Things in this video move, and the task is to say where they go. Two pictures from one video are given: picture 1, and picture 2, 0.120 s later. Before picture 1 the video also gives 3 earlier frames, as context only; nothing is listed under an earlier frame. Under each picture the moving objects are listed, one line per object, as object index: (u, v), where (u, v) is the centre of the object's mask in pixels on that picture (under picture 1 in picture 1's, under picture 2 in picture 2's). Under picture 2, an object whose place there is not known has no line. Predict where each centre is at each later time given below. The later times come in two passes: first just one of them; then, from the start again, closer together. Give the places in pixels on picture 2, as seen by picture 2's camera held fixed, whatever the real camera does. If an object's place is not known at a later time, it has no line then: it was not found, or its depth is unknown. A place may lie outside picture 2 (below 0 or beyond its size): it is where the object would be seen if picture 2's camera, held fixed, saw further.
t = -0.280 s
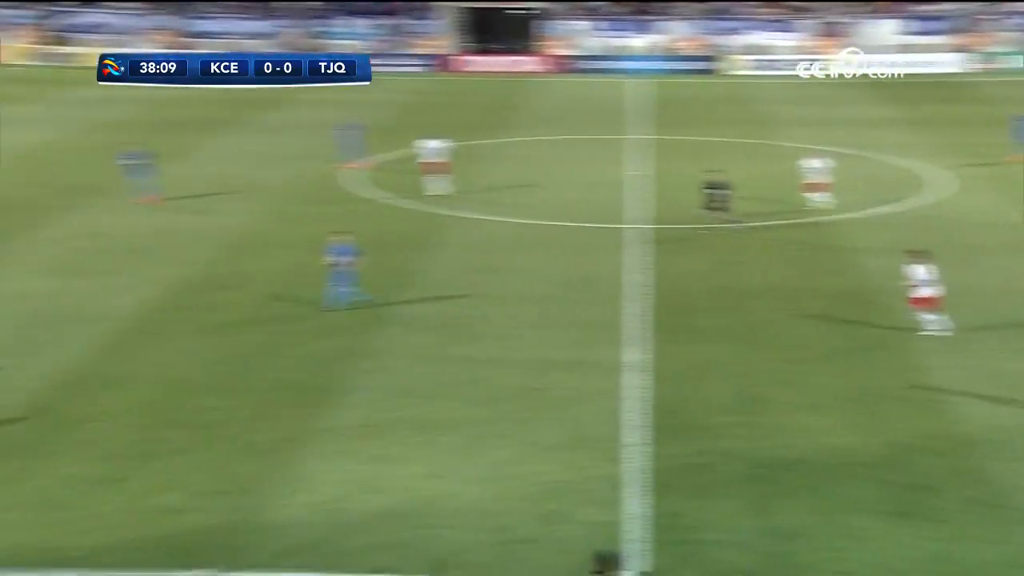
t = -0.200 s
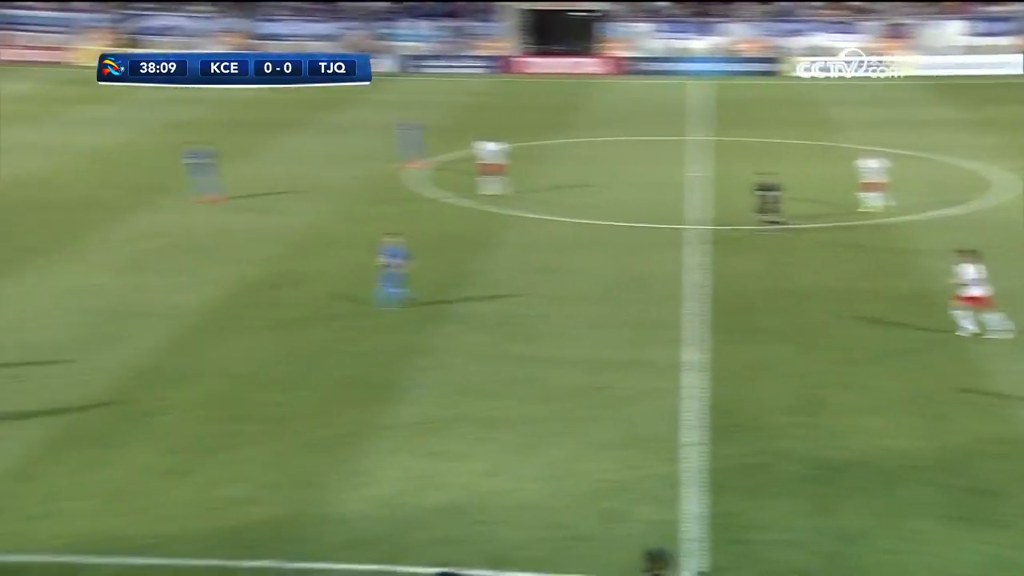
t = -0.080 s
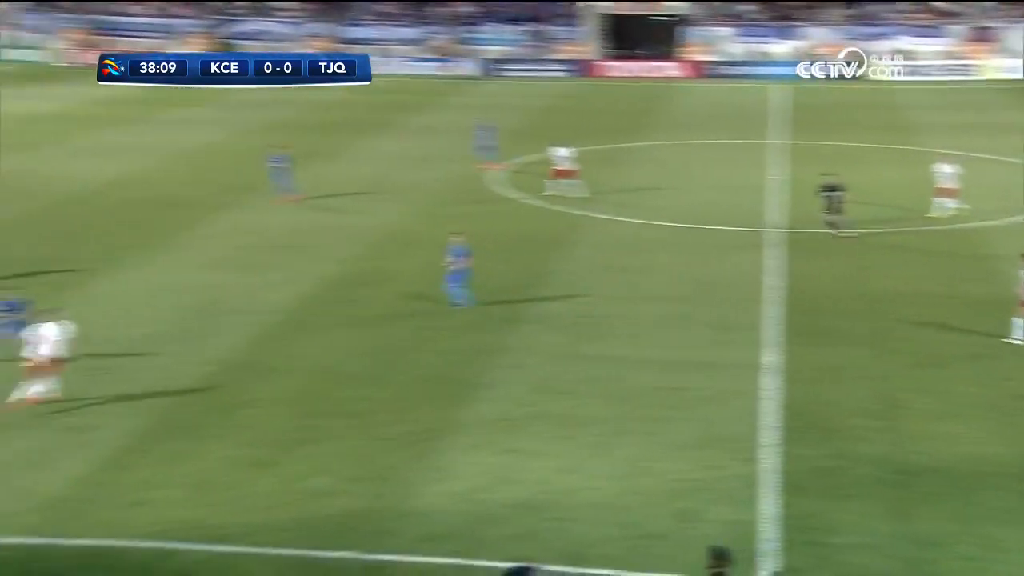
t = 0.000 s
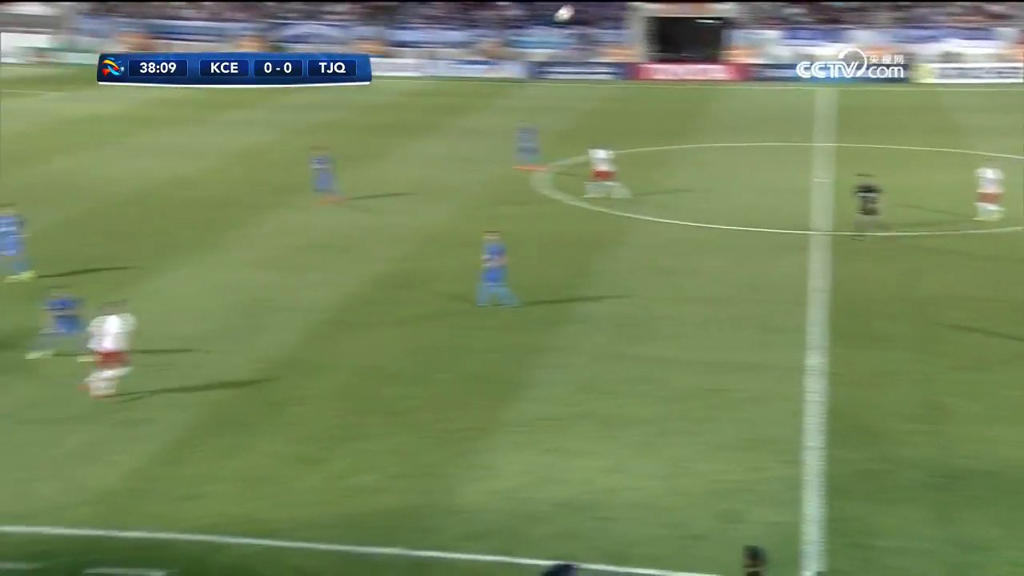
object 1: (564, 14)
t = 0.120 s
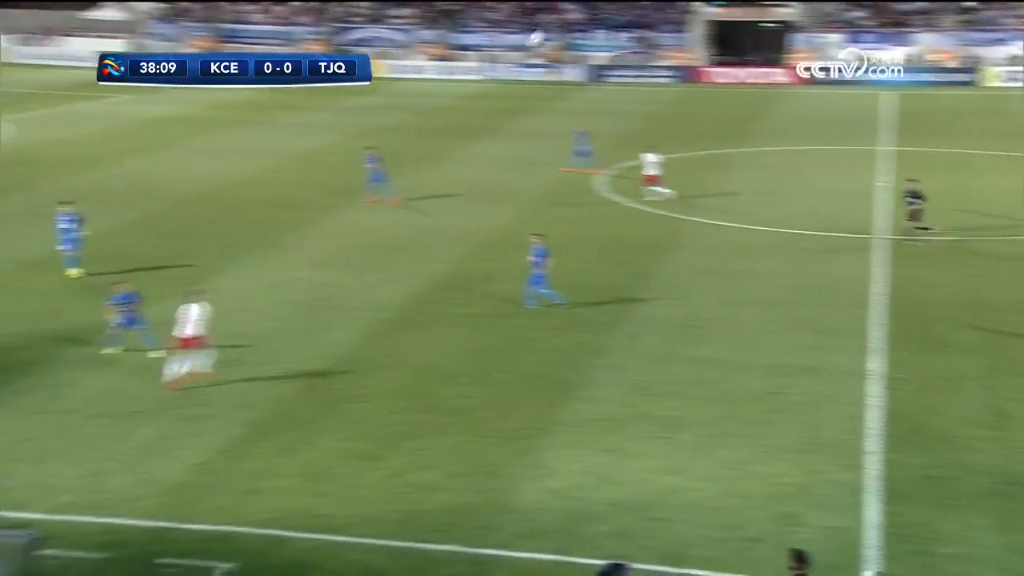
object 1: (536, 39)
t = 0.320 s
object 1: (404, 86)
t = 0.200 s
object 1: (482, 55)
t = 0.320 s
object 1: (404, 86)
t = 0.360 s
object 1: (381, 95)
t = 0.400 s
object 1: (356, 106)
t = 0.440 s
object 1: (331, 118)
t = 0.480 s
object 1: (307, 129)
